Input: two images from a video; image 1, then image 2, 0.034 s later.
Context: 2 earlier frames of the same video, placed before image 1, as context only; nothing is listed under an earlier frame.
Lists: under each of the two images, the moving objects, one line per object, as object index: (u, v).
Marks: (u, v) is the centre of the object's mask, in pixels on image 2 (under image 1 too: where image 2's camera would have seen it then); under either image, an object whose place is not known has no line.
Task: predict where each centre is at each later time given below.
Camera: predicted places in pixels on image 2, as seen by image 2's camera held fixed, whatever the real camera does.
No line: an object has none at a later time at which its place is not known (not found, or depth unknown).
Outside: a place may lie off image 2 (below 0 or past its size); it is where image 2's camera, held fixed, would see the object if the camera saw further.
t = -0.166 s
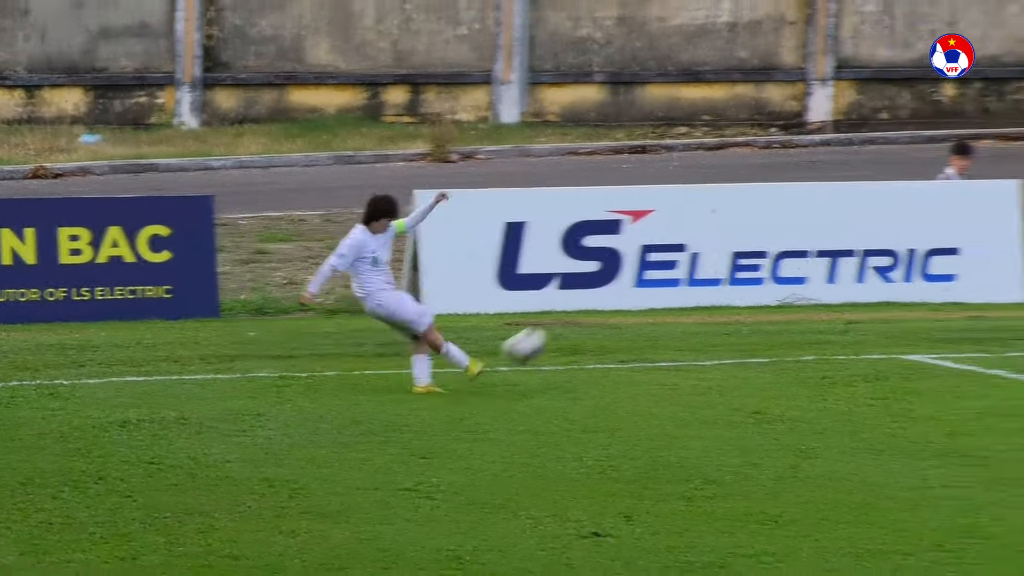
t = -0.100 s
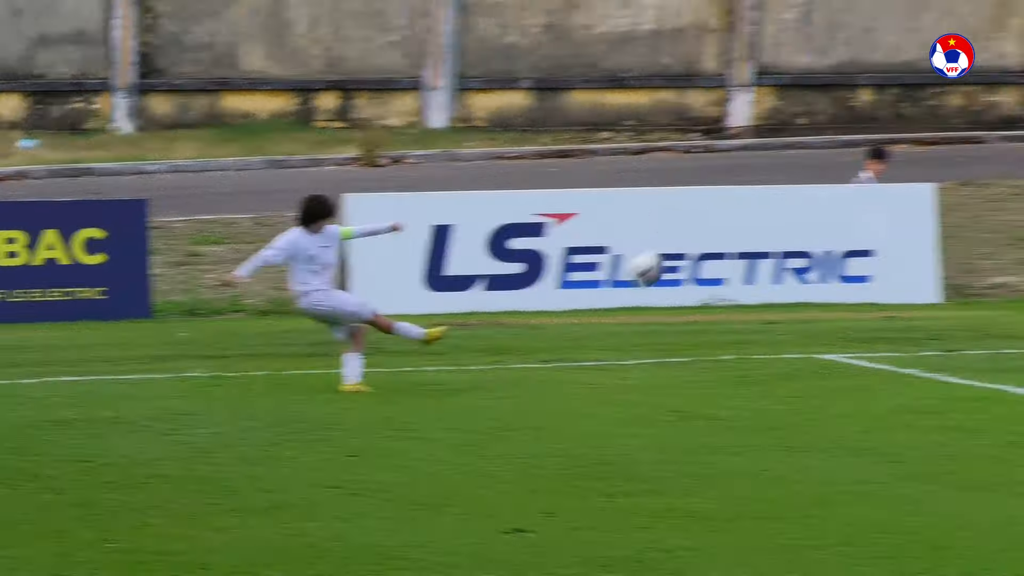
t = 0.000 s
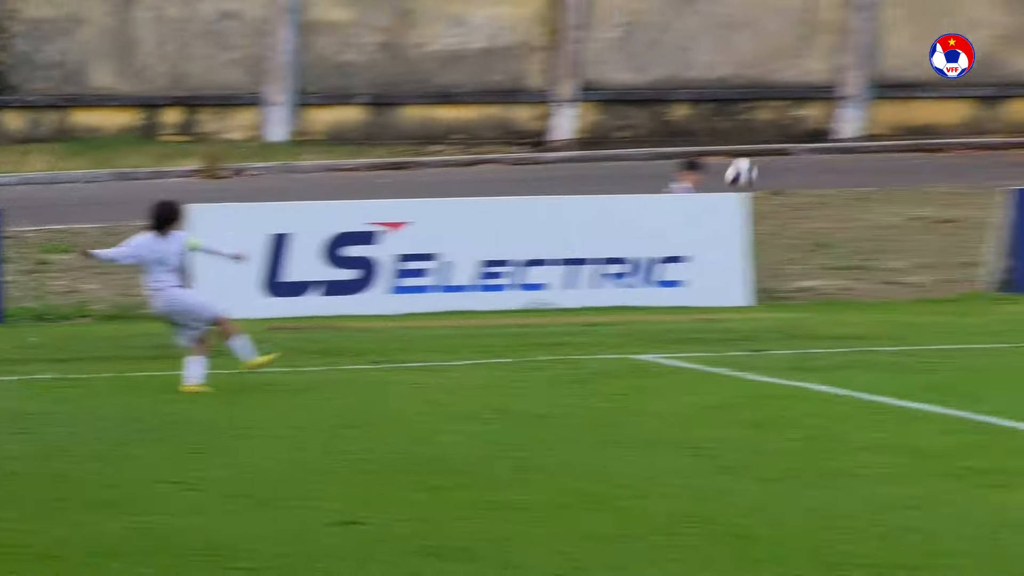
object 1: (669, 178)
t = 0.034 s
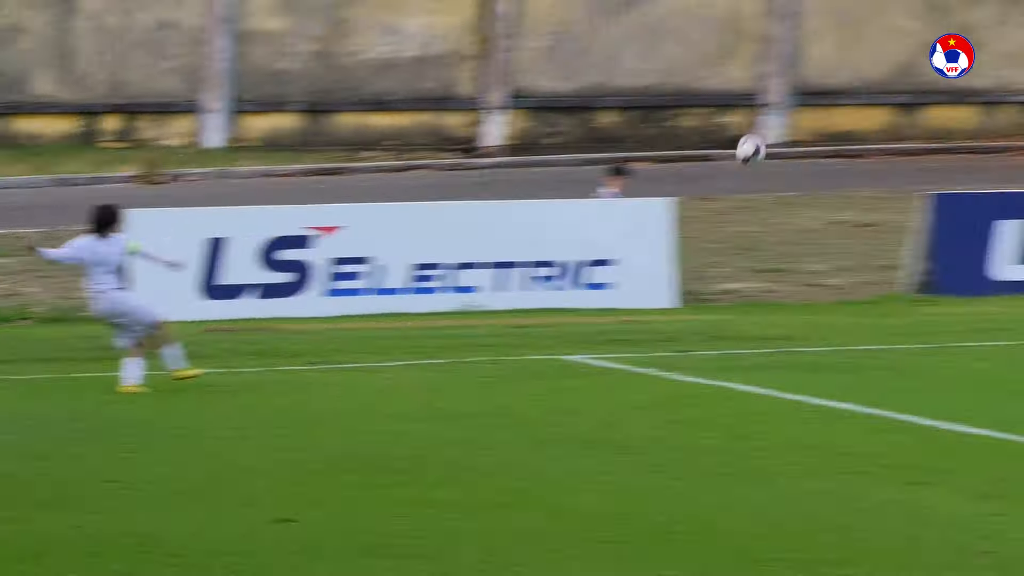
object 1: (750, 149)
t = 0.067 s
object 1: (831, 122)
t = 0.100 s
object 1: (910, 96)
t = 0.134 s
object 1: (988, 73)
